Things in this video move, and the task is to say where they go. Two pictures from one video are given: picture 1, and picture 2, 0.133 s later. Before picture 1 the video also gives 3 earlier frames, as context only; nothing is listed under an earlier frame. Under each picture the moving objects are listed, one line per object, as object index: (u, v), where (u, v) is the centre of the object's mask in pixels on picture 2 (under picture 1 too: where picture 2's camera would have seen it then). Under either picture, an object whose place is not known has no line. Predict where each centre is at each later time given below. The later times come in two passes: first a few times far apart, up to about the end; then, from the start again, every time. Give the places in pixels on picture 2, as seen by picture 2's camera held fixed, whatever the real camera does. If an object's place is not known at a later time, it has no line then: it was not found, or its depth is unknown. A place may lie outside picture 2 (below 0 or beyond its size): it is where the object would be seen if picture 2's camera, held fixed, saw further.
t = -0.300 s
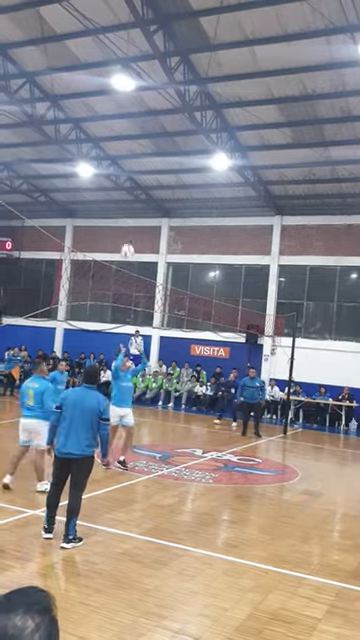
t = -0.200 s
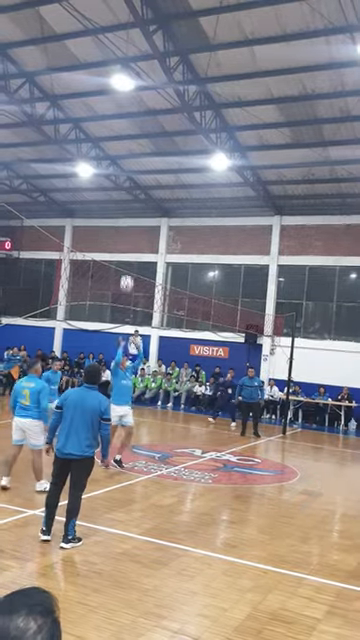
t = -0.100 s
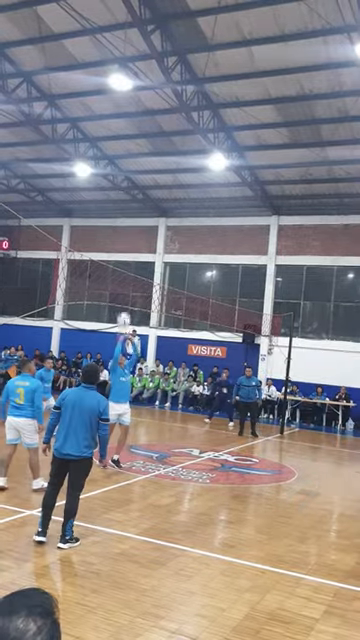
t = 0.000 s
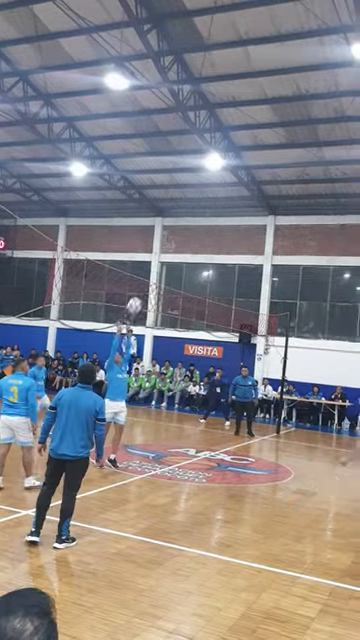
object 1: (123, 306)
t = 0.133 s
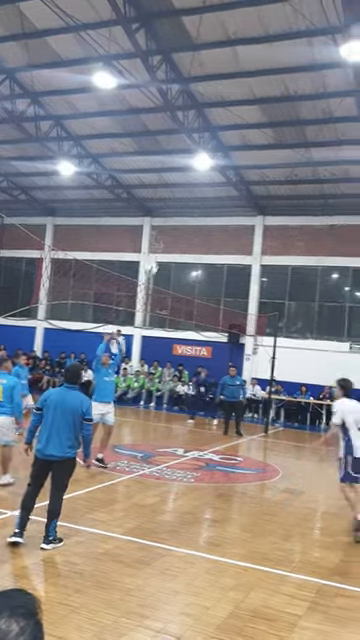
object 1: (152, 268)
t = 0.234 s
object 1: (171, 245)
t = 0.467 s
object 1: (221, 217)
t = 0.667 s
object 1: (266, 220)
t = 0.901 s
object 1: (322, 264)
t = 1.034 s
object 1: (355, 312)
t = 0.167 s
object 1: (157, 261)
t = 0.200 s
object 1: (164, 251)
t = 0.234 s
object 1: (171, 245)
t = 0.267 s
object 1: (178, 239)
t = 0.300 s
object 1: (185, 233)
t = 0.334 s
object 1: (192, 229)
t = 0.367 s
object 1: (200, 225)
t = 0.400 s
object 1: (207, 221)
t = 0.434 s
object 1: (214, 218)
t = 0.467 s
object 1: (221, 217)
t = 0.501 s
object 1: (229, 215)
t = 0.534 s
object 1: (236, 214)
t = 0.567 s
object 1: (243, 214)
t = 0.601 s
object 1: (251, 216)
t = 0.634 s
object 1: (259, 217)
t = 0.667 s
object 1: (266, 220)
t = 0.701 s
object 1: (274, 223)
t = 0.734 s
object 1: (282, 228)
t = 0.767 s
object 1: (290, 234)
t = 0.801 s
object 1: (298, 239)
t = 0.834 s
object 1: (306, 247)
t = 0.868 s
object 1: (314, 254)
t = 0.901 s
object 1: (322, 264)
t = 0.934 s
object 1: (330, 275)
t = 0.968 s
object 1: (338, 286)
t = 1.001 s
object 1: (347, 299)
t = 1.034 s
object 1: (355, 312)
